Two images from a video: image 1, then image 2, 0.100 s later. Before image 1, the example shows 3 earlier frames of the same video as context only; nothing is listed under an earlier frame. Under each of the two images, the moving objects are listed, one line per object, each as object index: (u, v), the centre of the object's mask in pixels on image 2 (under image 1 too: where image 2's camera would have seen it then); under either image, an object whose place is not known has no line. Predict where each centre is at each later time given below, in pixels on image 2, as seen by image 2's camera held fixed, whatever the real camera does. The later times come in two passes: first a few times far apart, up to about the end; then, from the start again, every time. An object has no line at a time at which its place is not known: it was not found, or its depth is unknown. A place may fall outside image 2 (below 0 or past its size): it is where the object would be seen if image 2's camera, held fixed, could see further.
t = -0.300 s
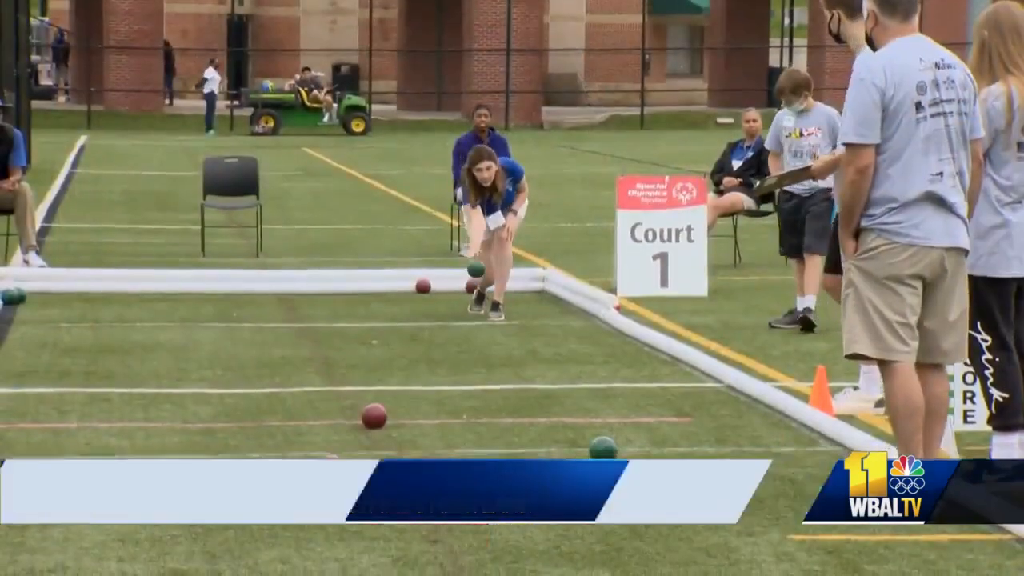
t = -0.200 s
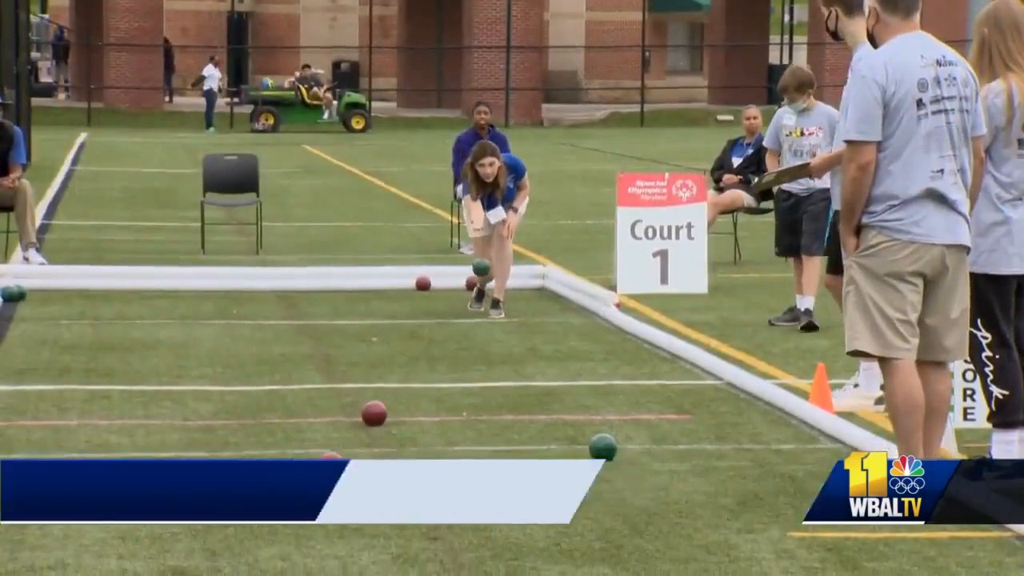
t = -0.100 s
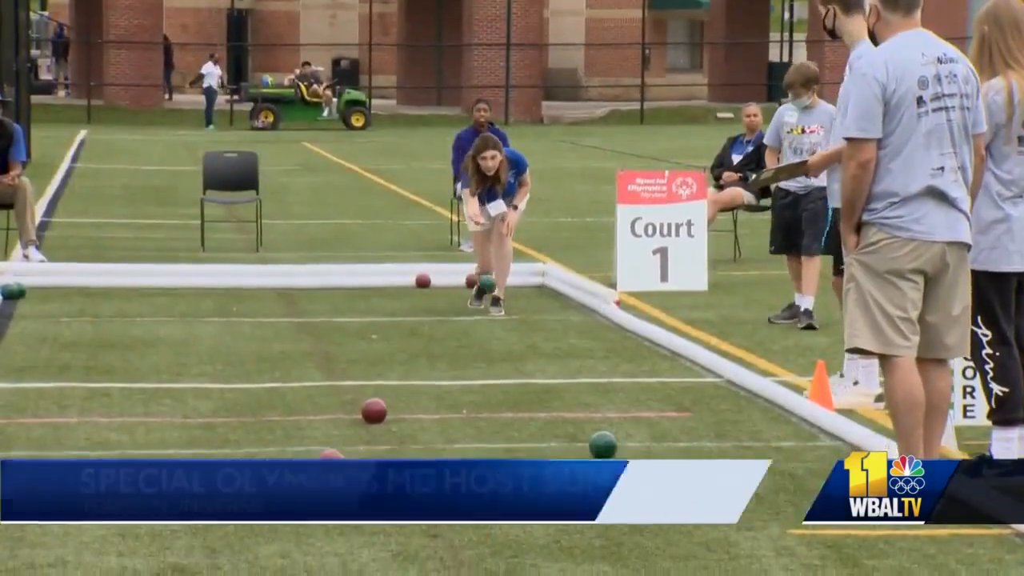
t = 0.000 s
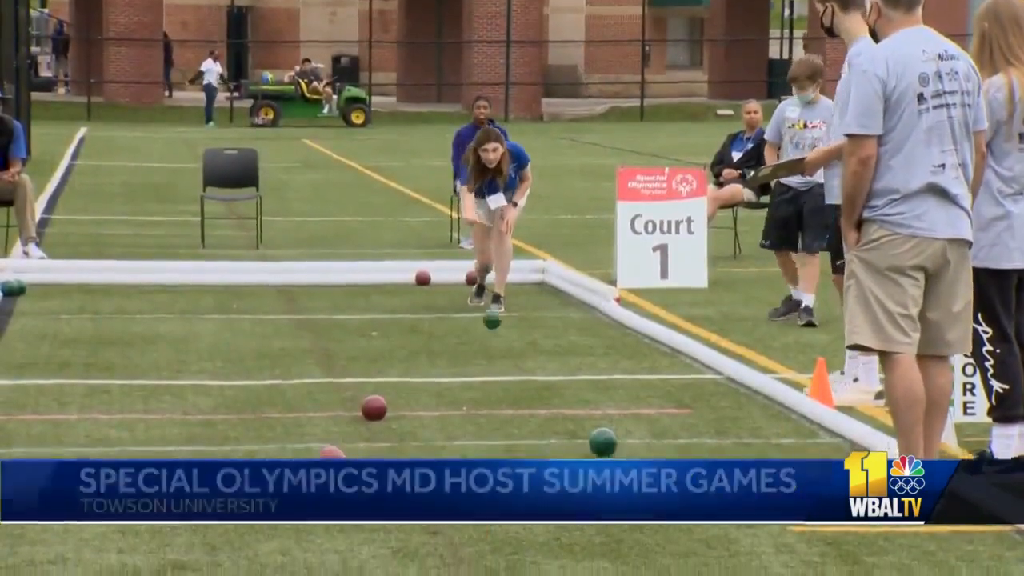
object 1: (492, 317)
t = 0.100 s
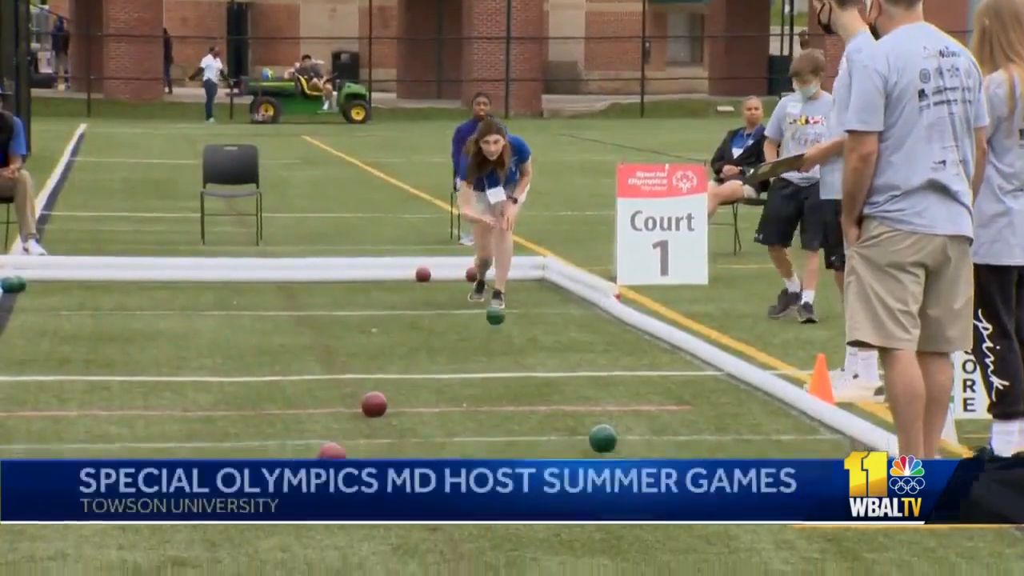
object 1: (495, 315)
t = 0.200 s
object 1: (498, 312)
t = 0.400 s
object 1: (502, 334)
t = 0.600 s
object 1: (506, 342)
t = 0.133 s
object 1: (496, 311)
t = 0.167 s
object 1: (497, 310)
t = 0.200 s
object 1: (498, 312)
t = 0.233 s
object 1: (498, 314)
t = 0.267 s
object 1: (500, 319)
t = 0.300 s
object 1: (500, 325)
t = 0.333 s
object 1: (501, 334)
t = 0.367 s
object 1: (502, 337)
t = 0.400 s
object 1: (502, 334)
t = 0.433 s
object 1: (503, 333)
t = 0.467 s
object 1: (503, 333)
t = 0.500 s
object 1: (504, 335)
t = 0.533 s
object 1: (505, 340)
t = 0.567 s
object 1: (506, 344)
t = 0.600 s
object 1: (506, 342)
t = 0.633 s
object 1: (507, 342)
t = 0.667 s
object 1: (508, 344)
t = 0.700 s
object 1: (509, 347)
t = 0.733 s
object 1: (509, 346)
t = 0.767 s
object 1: (509, 347)
